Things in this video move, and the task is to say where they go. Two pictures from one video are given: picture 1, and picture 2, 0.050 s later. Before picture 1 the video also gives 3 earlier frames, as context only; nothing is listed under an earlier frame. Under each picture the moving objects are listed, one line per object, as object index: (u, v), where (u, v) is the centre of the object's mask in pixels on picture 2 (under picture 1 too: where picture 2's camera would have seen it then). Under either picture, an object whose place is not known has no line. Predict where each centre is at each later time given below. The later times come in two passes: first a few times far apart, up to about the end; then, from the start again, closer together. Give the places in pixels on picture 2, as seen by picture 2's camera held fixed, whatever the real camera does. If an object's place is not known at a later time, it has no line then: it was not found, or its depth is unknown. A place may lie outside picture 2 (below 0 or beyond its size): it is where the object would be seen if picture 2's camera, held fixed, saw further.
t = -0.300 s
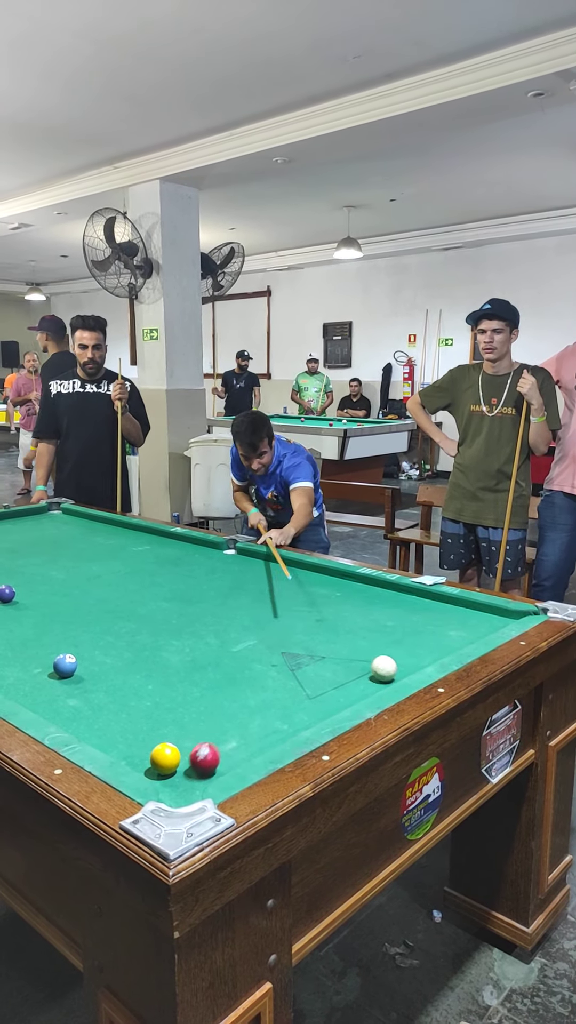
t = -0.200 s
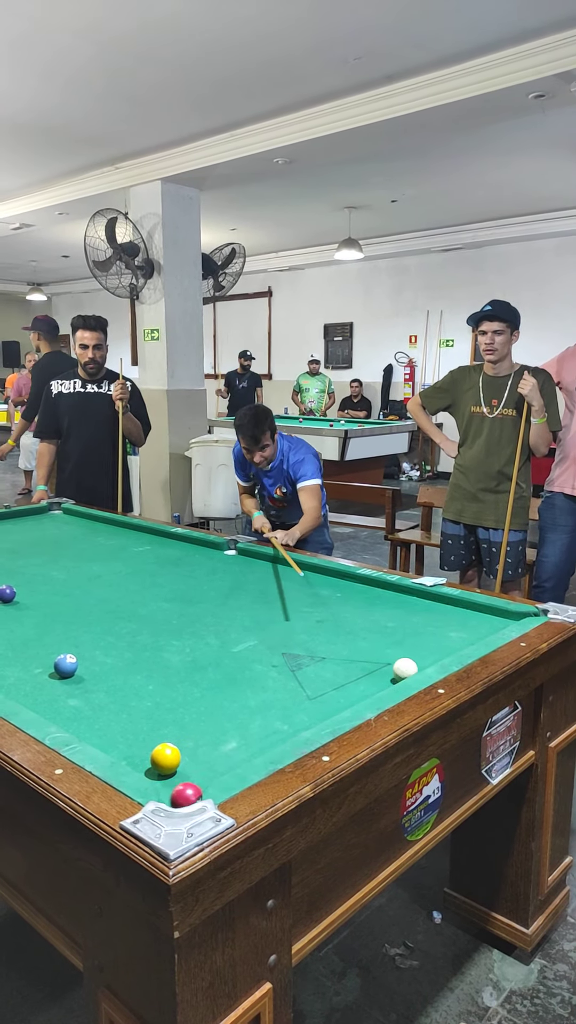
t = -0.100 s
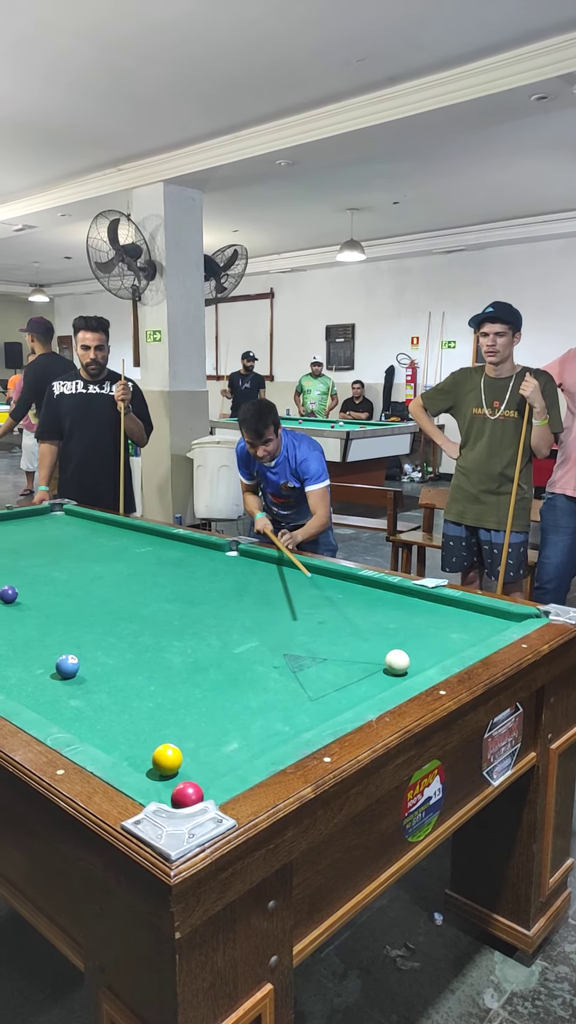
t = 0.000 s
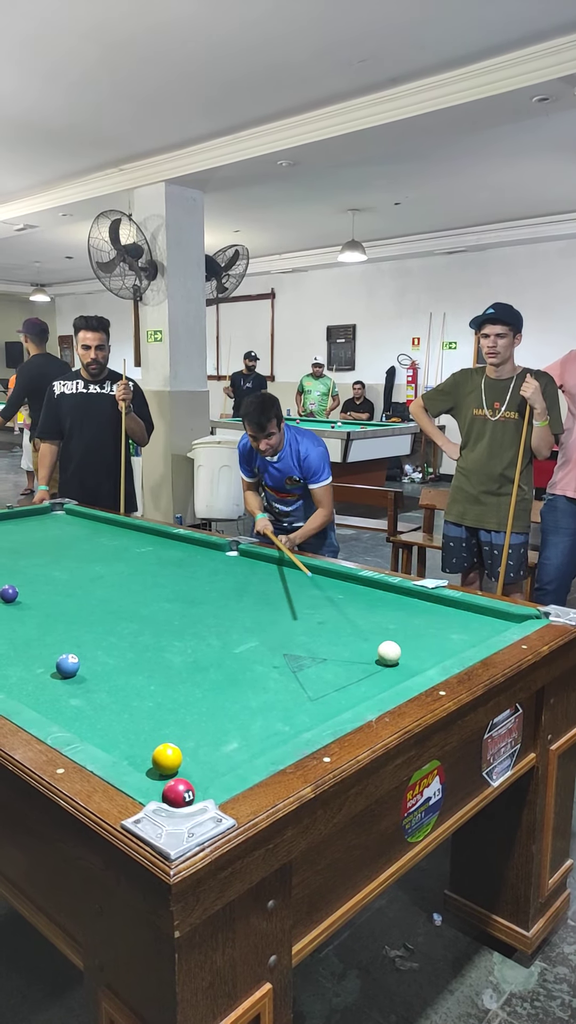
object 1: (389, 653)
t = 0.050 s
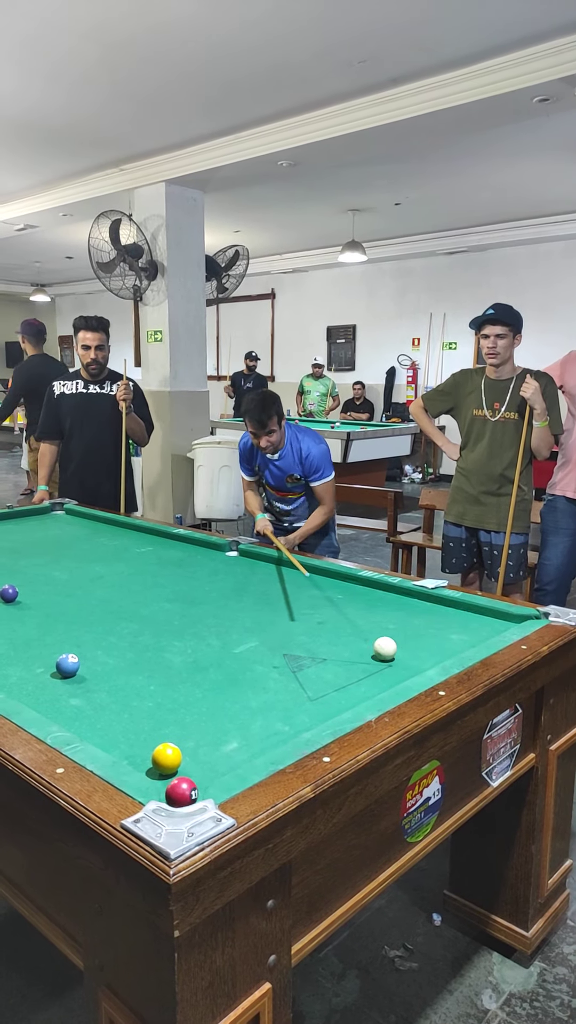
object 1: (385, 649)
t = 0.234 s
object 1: (372, 634)
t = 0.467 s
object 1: (358, 618)
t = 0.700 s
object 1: (346, 604)
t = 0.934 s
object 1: (336, 592)
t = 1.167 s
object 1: (327, 581)
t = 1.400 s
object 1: (320, 573)
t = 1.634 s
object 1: (299, 570)
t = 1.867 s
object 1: (279, 569)
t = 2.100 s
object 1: (261, 568)
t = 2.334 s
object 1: (245, 567)
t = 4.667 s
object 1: (182, 562)
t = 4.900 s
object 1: (182, 562)
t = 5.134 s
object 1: (182, 562)
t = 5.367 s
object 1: (182, 562)
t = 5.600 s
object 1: (182, 562)
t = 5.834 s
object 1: (182, 562)
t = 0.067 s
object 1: (383, 647)
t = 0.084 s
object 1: (382, 646)
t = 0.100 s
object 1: (381, 644)
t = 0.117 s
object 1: (380, 643)
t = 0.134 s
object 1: (379, 642)
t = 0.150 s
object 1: (378, 640)
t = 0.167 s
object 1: (376, 639)
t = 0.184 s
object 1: (375, 638)
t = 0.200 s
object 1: (374, 636)
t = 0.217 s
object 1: (373, 635)
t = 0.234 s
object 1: (372, 634)
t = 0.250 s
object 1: (371, 633)
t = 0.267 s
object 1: (370, 631)
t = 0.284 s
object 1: (369, 630)
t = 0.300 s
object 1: (368, 629)
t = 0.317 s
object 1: (367, 628)
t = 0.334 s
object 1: (366, 627)
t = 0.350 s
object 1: (365, 625)
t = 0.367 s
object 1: (364, 624)
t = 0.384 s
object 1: (363, 623)
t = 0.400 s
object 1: (362, 622)
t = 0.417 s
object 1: (361, 621)
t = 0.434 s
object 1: (360, 620)
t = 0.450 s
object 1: (359, 619)
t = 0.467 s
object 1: (358, 618)
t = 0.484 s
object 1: (357, 617)
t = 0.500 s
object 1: (356, 615)
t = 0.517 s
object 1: (355, 615)
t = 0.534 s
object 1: (354, 614)
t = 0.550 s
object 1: (353, 612)
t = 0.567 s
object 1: (353, 611)
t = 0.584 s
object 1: (352, 610)
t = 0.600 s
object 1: (351, 609)
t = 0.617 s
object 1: (350, 608)
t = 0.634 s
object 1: (349, 607)
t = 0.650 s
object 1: (348, 607)
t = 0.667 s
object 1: (347, 606)
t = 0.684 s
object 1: (347, 605)
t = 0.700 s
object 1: (346, 604)
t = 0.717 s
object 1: (345, 603)
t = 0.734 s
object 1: (344, 602)
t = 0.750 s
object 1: (344, 601)
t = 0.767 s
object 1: (343, 600)
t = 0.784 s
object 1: (342, 599)
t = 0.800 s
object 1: (341, 598)
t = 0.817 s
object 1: (341, 597)
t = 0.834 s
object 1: (340, 597)
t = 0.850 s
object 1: (339, 596)
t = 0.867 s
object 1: (339, 595)
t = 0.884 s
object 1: (338, 594)
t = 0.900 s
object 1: (337, 593)
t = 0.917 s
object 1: (336, 593)
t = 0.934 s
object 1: (336, 592)
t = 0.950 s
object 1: (335, 591)
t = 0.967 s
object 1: (335, 590)
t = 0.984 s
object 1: (334, 589)
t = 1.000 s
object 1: (333, 589)
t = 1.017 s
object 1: (333, 588)
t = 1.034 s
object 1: (332, 587)
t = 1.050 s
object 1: (331, 586)
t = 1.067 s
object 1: (331, 586)
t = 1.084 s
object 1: (330, 585)
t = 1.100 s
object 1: (330, 584)
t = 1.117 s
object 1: (329, 584)
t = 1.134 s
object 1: (329, 583)
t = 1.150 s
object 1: (328, 582)
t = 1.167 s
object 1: (327, 581)
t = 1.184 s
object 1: (327, 581)
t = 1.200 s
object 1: (326, 580)
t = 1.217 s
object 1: (326, 579)
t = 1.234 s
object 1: (325, 579)
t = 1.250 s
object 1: (325, 578)
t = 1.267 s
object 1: (324, 578)
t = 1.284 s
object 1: (323, 577)
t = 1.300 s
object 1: (323, 576)
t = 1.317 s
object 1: (322, 576)
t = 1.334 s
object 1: (322, 575)
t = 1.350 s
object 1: (321, 574)
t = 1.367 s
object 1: (321, 574)
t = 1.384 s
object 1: (320, 573)
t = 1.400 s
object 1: (320, 573)
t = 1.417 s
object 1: (320, 572)
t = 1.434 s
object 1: (319, 571)
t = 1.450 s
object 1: (317, 571)
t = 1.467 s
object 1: (316, 571)
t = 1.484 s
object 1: (314, 571)
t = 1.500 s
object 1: (313, 571)
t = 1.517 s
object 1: (311, 571)
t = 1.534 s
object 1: (310, 571)
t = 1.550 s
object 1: (307, 571)
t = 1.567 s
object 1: (305, 571)
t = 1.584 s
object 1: (304, 570)
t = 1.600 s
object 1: (302, 571)
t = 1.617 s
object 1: (301, 570)
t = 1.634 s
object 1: (299, 570)
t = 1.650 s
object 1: (298, 570)
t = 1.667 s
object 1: (296, 570)
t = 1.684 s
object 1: (295, 570)
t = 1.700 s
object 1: (293, 570)
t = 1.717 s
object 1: (292, 570)
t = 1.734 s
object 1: (290, 570)
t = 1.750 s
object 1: (289, 570)
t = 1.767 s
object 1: (288, 570)
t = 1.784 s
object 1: (286, 570)
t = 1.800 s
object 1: (285, 570)
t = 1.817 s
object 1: (283, 570)
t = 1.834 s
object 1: (282, 569)
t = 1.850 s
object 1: (281, 569)
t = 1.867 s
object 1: (279, 569)
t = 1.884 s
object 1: (278, 569)
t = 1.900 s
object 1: (277, 569)
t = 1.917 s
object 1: (275, 569)
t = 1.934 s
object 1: (274, 569)
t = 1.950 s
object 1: (273, 569)
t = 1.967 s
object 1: (272, 569)
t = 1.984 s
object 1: (270, 569)
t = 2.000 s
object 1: (269, 569)
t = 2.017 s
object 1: (268, 569)
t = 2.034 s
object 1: (266, 569)
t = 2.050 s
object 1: (265, 569)
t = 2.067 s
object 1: (264, 568)
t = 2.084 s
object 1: (263, 568)
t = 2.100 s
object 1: (261, 568)
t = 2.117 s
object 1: (260, 568)
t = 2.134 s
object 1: (259, 568)
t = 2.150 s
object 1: (258, 568)
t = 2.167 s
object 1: (257, 568)
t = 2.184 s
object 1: (256, 568)
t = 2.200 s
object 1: (254, 568)
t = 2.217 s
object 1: (253, 568)
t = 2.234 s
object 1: (252, 568)
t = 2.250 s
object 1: (251, 568)
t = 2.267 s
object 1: (250, 567)
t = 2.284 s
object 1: (249, 567)
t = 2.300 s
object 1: (248, 567)
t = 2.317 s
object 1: (247, 567)
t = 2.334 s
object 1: (245, 567)
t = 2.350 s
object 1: (244, 567)
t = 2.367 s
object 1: (243, 567)
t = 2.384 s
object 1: (242, 567)
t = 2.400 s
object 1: (241, 567)
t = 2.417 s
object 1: (240, 567)
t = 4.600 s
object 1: (183, 562)
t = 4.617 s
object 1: (183, 562)
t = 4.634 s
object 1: (183, 562)
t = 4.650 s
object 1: (183, 562)
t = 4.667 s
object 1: (182, 562)
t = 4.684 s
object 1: (182, 562)
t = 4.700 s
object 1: (183, 562)
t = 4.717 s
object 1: (182, 562)
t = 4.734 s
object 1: (182, 562)
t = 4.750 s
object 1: (182, 562)
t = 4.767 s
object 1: (182, 562)
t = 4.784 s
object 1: (182, 562)
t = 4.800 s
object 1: (182, 562)
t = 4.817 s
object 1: (182, 562)
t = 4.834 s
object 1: (182, 562)
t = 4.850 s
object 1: (182, 562)
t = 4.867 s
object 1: (182, 562)
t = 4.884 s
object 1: (182, 562)
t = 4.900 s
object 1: (182, 562)
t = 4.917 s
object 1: (182, 562)
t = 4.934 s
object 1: (182, 562)
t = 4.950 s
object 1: (182, 562)
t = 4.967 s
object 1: (182, 562)
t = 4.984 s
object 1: (182, 562)
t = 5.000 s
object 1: (182, 562)
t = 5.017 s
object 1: (182, 562)
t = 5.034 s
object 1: (182, 562)
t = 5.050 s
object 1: (182, 562)
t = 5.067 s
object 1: (182, 562)
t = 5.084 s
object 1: (182, 562)
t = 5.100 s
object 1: (182, 562)
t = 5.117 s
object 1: (182, 562)
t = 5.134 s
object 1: (182, 562)
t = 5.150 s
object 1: (182, 562)
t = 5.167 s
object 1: (182, 562)
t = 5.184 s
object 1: (182, 562)
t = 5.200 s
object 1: (182, 562)
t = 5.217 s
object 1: (182, 562)
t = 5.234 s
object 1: (182, 562)
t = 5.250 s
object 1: (182, 562)
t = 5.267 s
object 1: (182, 562)
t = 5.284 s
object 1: (182, 562)
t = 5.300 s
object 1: (182, 562)
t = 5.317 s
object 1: (182, 562)
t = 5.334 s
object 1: (182, 562)
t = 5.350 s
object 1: (182, 562)
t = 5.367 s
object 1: (182, 562)
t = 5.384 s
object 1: (182, 562)
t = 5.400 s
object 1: (182, 562)
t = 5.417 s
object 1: (182, 562)
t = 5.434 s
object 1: (182, 562)
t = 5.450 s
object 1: (182, 562)
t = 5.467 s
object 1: (182, 562)
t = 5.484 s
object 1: (182, 562)
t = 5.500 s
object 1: (182, 562)
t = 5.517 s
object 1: (182, 562)
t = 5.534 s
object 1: (182, 562)
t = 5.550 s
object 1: (182, 562)
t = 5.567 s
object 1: (182, 562)
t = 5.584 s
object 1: (182, 562)
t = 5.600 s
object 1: (182, 562)
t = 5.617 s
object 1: (182, 562)
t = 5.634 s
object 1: (182, 562)
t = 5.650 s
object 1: (182, 562)
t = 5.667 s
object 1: (182, 562)
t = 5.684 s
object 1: (182, 562)
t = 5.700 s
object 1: (182, 562)
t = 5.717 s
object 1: (182, 562)
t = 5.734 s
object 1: (182, 562)
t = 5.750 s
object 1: (182, 562)
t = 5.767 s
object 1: (182, 562)
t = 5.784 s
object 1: (182, 562)
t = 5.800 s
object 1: (182, 562)
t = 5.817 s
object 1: (182, 562)
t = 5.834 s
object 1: (182, 562)
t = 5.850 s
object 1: (183, 562)
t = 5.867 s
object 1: (182, 562)
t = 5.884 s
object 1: (182, 562)
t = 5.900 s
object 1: (182, 562)
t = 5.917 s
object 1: (182, 562)
